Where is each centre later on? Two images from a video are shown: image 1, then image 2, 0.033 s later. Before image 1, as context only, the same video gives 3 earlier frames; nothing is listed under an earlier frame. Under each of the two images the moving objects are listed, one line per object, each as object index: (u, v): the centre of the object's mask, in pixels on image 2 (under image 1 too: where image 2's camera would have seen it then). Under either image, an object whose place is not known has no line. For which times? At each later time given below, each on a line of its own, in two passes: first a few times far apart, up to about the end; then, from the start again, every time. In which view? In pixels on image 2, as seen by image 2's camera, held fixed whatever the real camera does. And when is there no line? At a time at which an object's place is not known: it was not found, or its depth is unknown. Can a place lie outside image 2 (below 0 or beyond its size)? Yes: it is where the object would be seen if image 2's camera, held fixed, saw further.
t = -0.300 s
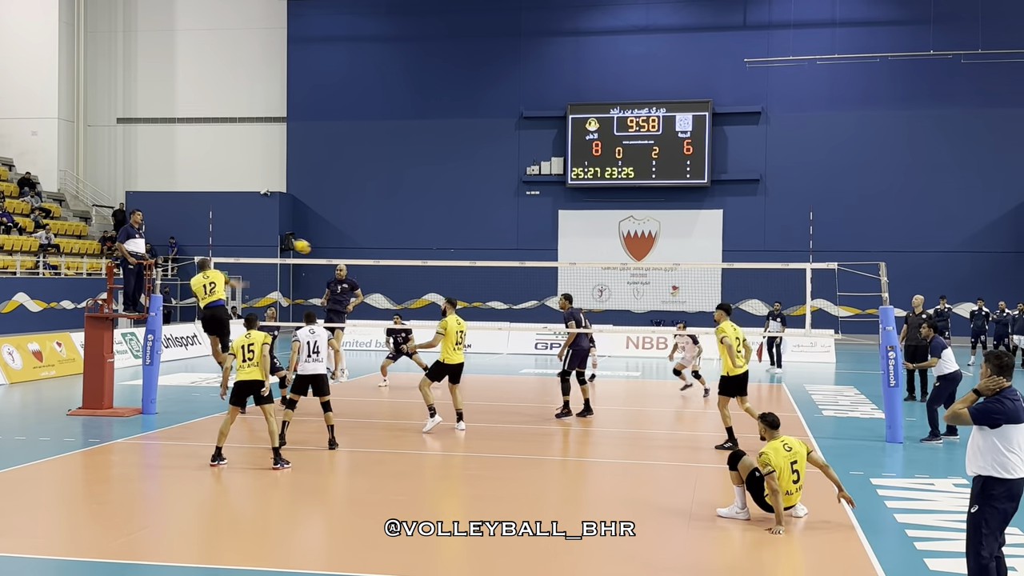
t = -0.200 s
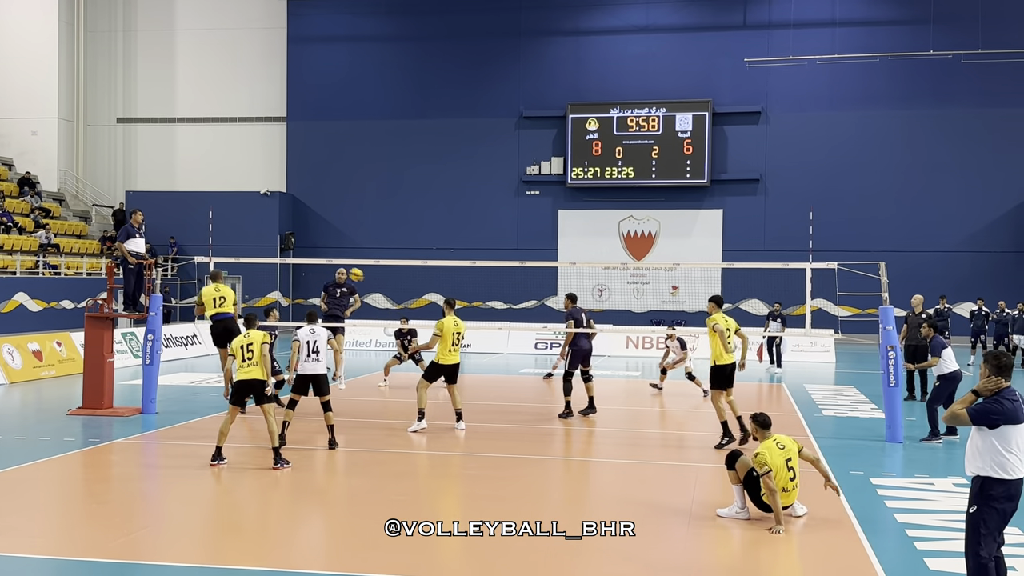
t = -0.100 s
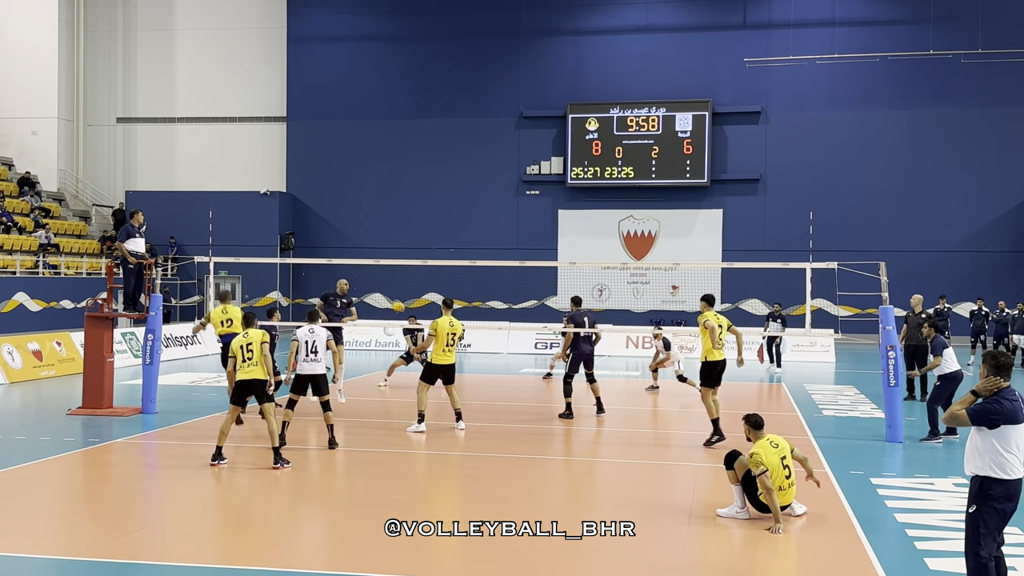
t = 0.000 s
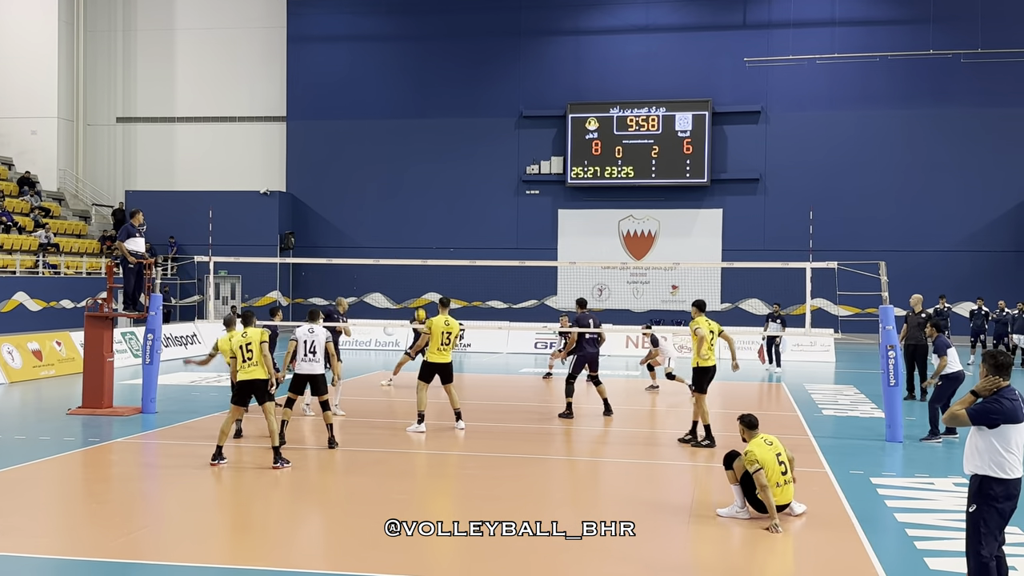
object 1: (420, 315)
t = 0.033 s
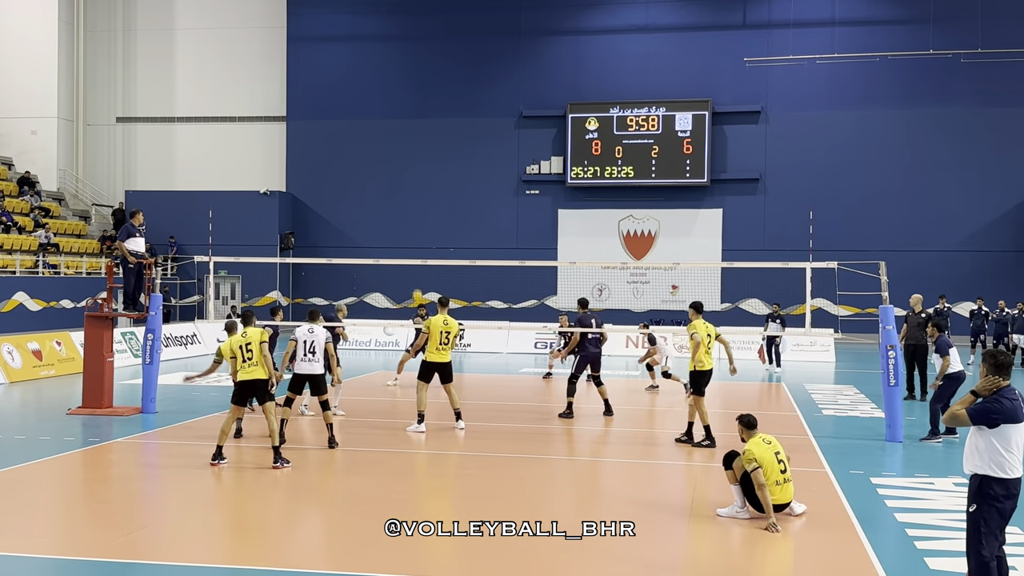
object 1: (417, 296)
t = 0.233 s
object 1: (400, 195)
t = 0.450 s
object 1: (381, 110)
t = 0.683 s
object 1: (360, 44)
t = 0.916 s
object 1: (339, 8)
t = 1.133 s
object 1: (320, 2)
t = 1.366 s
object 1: (299, 17)
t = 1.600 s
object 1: (278, 62)
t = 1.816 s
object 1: (259, 127)
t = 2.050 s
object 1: (239, 223)
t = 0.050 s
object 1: (416, 287)
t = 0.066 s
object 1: (415, 278)
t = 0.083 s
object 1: (413, 270)
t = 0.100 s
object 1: (411, 260)
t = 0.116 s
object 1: (410, 252)
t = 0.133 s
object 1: (409, 243)
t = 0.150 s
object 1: (407, 235)
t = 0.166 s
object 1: (406, 227)
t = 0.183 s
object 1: (404, 219)
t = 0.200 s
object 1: (403, 211)
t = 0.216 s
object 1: (402, 203)
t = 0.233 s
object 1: (400, 195)
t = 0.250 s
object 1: (398, 188)
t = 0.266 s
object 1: (397, 181)
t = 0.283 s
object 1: (396, 173)
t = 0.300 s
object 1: (394, 166)
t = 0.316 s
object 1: (393, 159)
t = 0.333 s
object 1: (391, 152)
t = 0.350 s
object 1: (390, 146)
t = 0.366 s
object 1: (388, 140)
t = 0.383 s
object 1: (387, 133)
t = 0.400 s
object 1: (385, 127)
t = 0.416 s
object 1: (384, 121)
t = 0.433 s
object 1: (383, 116)
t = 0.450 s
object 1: (381, 110)
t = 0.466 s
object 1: (380, 104)
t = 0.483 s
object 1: (378, 98)
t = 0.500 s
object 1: (377, 93)
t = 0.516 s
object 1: (375, 88)
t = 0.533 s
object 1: (374, 83)
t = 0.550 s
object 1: (372, 78)
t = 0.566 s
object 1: (371, 74)
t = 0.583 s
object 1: (369, 69)
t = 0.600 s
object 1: (368, 64)
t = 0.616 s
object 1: (367, 60)
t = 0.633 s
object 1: (365, 56)
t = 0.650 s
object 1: (364, 52)
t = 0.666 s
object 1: (362, 48)
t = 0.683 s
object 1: (360, 44)
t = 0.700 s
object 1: (359, 41)
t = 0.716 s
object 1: (357, 37)
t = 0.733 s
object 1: (356, 34)
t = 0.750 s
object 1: (354, 31)
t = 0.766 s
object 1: (353, 28)
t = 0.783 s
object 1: (351, 25)
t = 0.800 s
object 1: (350, 22)
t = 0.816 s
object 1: (349, 20)
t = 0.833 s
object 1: (347, 17)
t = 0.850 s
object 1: (345, 15)
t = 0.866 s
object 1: (344, 13)
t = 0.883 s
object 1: (342, 11)
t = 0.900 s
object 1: (341, 9)
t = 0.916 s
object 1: (339, 8)
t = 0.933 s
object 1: (338, 6)
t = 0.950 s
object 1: (336, 5)
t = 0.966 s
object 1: (335, 4)
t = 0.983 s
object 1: (333, 4)
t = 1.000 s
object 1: (332, 4)
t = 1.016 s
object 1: (330, 3)
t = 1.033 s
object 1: (329, 3)
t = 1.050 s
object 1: (328, 2)
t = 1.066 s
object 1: (326, 2)
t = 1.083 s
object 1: (325, 2)
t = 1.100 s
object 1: (323, 2)
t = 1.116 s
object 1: (322, 2)
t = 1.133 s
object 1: (320, 2)
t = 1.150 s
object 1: (318, 2)
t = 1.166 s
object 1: (317, 2)
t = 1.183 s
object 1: (315, 3)
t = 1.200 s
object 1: (314, 3)
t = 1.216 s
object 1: (312, 3)
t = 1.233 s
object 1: (311, 4)
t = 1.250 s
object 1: (309, 4)
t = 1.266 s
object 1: (308, 5)
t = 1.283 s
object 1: (306, 7)
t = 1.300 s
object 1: (305, 8)
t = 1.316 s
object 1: (303, 10)
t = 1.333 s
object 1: (302, 12)
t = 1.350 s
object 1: (300, 14)
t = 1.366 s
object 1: (299, 17)
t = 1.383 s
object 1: (297, 19)
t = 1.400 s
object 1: (296, 21)
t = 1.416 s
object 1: (294, 24)
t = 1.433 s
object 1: (293, 27)
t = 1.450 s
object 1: (292, 29)
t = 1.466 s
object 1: (290, 33)
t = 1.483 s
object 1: (289, 36)
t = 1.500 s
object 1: (288, 39)
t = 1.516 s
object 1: (286, 43)
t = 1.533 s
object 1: (284, 46)
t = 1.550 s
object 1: (283, 50)
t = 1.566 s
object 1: (281, 54)
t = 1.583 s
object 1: (279, 58)
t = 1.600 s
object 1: (278, 62)
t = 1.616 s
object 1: (276, 66)
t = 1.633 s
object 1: (275, 70)
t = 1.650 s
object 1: (274, 75)
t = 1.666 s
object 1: (272, 80)
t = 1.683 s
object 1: (270, 85)
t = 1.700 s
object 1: (269, 89)
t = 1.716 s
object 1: (268, 95)
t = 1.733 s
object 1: (266, 100)
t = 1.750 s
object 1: (265, 105)
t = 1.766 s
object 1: (263, 111)
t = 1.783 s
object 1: (262, 116)
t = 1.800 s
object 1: (260, 121)
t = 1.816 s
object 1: (259, 127)
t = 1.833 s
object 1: (257, 134)
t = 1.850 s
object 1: (256, 140)
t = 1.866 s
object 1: (255, 146)
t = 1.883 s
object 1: (253, 152)
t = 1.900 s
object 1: (252, 158)
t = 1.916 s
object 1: (250, 165)
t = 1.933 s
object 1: (249, 173)
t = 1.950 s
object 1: (247, 179)
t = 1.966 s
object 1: (246, 187)
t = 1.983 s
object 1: (244, 194)
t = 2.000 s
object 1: (243, 201)
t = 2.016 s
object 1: (242, 208)
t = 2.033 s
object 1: (240, 215)
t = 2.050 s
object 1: (239, 223)
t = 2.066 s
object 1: (237, 231)
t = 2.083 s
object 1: (236, 239)
